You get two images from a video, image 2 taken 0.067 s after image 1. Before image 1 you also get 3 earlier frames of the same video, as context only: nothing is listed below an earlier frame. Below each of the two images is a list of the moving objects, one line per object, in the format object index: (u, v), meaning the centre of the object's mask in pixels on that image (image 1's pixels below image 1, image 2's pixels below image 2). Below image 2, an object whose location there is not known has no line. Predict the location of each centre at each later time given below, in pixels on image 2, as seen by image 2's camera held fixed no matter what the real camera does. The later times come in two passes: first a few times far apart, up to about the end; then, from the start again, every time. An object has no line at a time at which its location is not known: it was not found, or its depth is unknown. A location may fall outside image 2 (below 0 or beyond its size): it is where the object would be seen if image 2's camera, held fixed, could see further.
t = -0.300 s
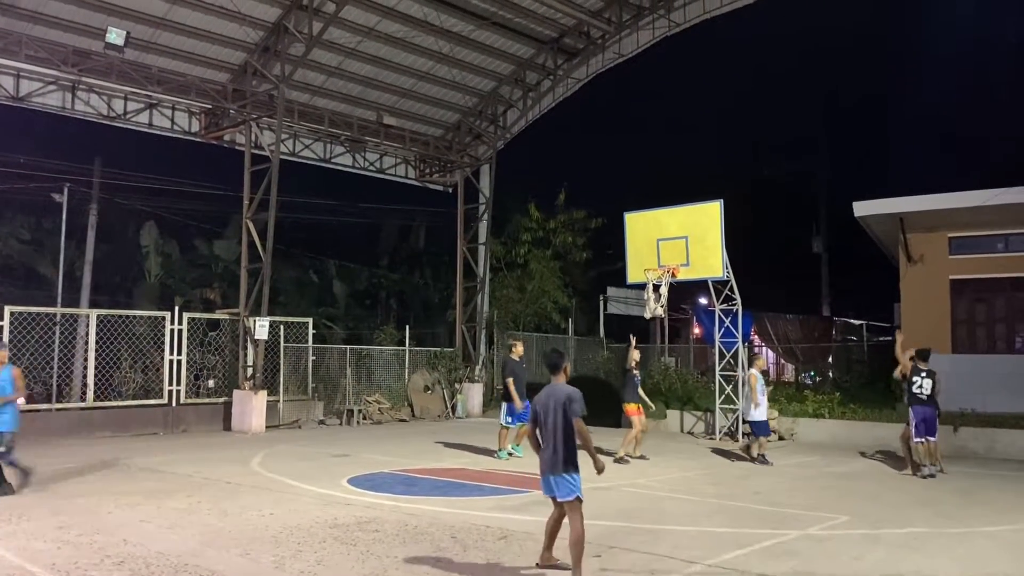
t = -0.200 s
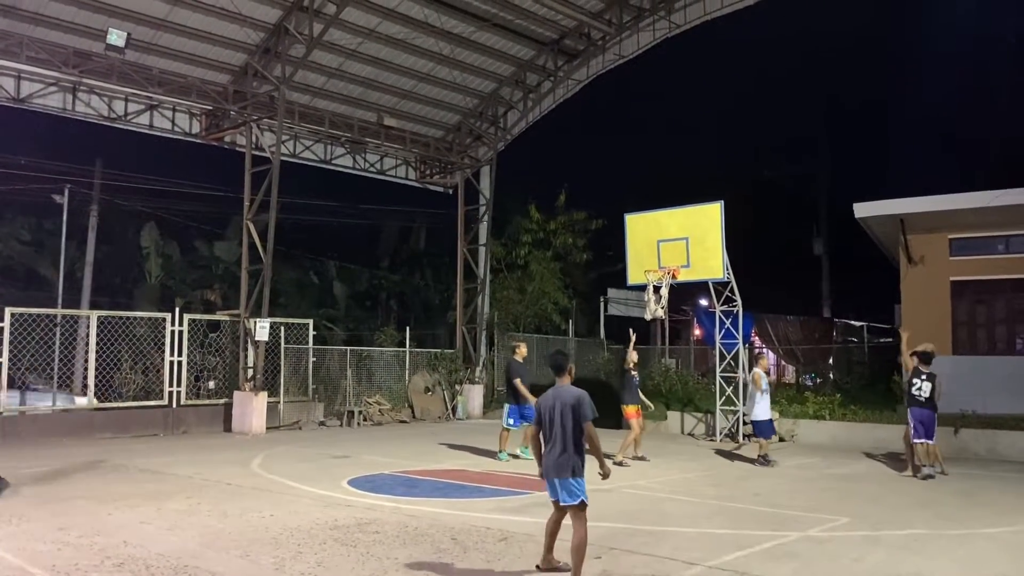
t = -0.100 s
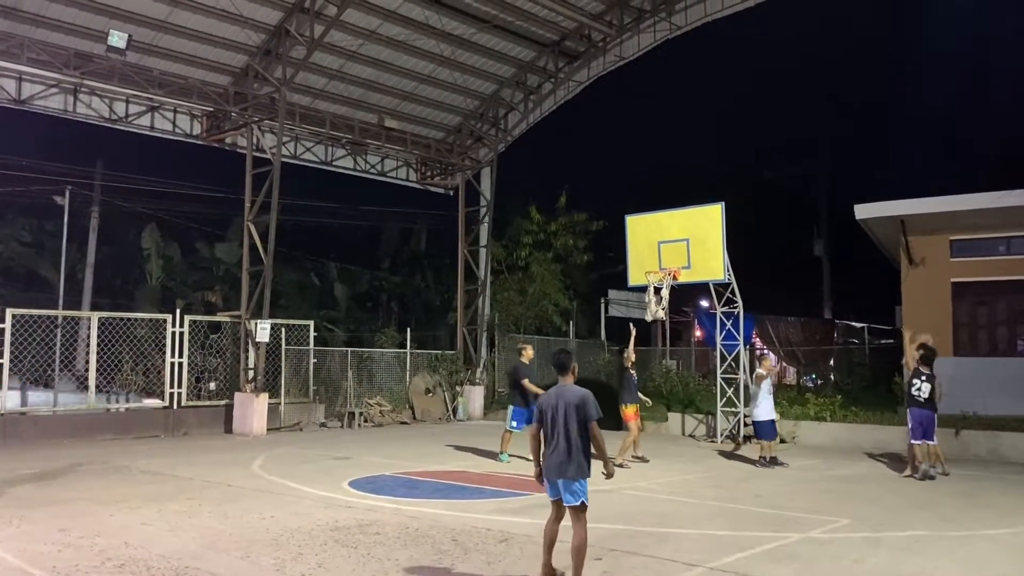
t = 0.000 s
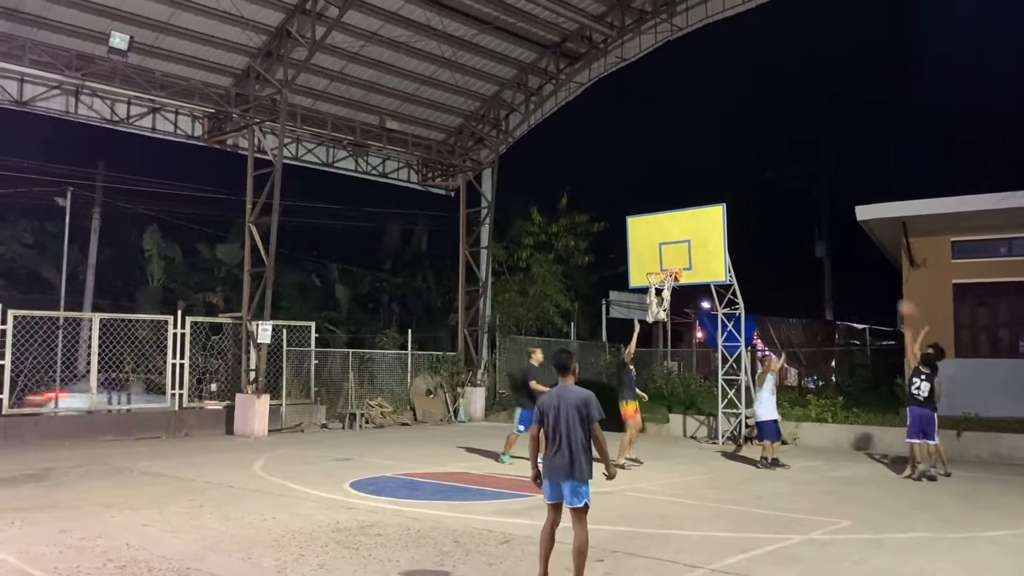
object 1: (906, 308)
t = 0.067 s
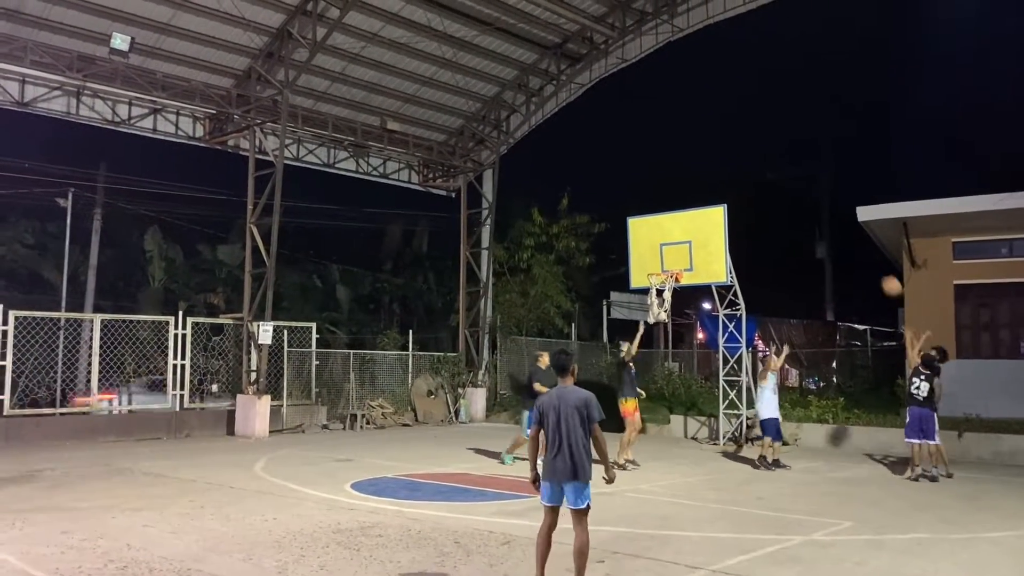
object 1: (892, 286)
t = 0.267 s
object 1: (841, 231)
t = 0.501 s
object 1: (780, 200)
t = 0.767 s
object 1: (705, 213)
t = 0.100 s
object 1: (884, 275)
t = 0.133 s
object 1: (875, 265)
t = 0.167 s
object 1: (867, 256)
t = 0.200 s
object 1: (858, 247)
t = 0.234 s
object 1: (850, 238)
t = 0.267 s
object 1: (841, 231)
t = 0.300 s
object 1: (833, 224)
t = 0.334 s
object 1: (824, 219)
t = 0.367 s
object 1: (816, 213)
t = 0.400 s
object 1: (806, 209)
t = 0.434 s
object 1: (798, 205)
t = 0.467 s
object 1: (789, 202)
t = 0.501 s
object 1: (780, 200)
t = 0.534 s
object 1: (771, 199)
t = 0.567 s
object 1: (762, 199)
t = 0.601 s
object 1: (753, 199)
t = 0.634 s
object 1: (743, 200)
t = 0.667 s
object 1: (735, 201)
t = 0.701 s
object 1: (725, 204)
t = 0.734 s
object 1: (715, 208)
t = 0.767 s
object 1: (705, 213)
